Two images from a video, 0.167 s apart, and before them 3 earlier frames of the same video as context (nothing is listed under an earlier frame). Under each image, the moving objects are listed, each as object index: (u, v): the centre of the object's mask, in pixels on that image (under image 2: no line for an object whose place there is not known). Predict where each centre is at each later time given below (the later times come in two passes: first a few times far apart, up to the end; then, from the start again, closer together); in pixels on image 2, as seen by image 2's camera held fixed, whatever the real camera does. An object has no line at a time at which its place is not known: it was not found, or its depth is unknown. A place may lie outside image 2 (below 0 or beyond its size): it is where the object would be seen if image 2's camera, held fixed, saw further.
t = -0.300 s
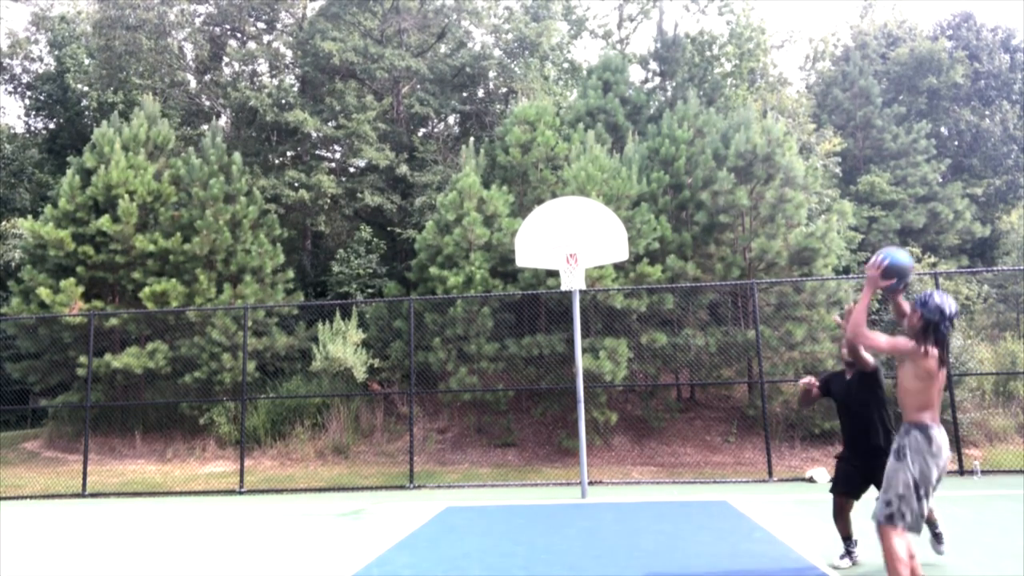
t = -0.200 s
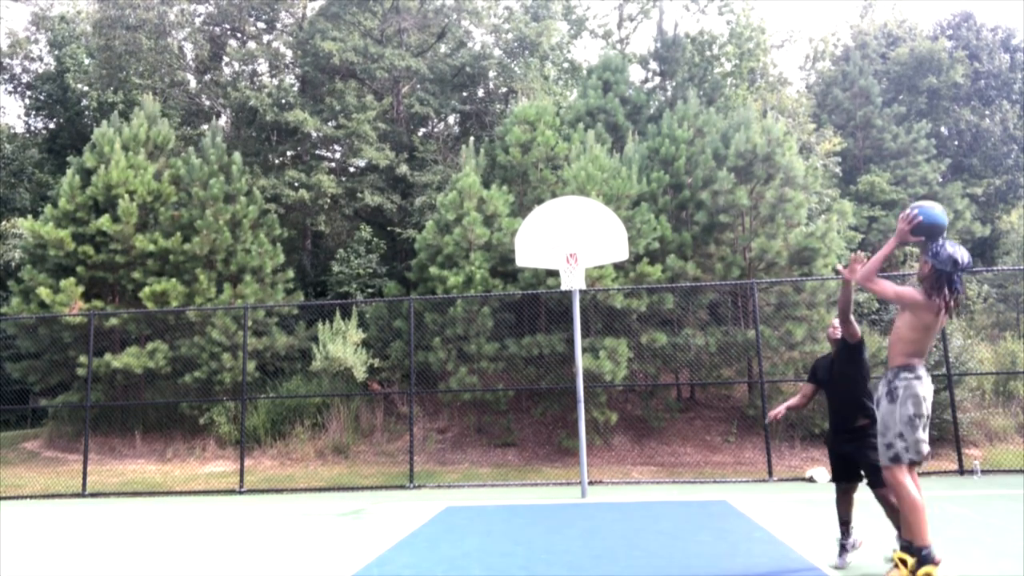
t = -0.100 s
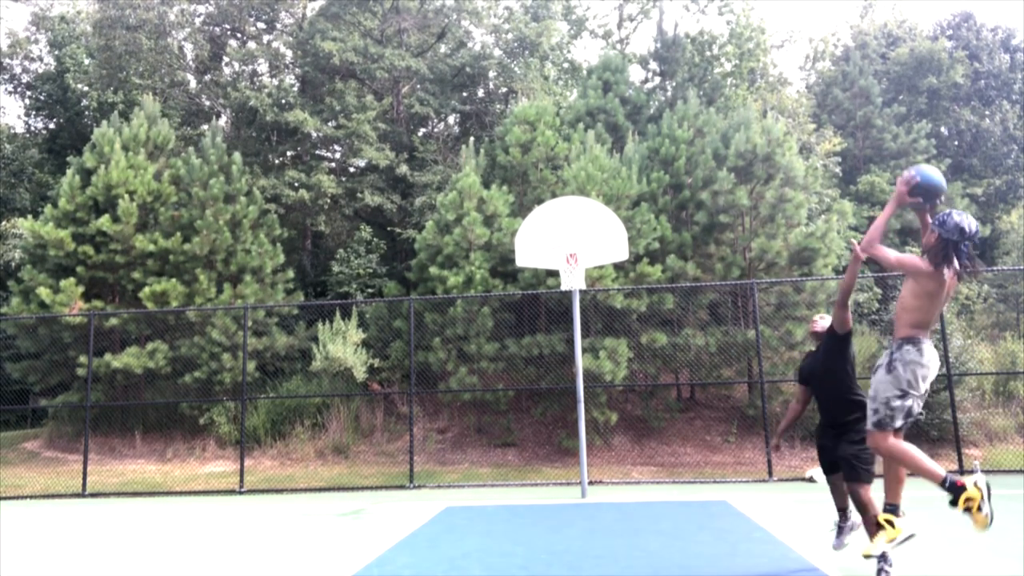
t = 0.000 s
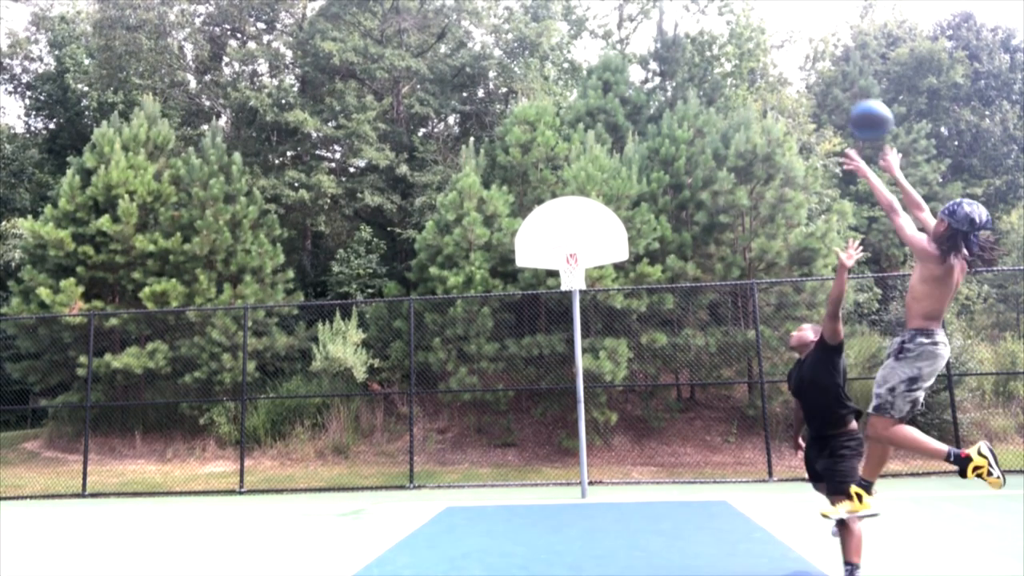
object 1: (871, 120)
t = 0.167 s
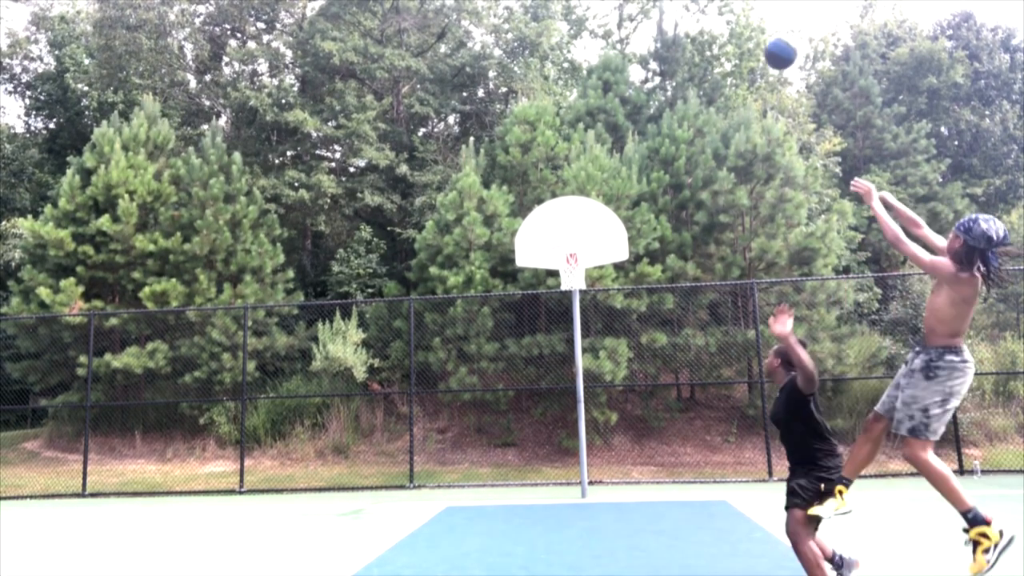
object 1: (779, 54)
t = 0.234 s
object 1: (753, 43)
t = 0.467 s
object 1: (685, 46)
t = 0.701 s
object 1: (639, 97)
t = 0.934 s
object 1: (608, 182)
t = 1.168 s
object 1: (585, 289)
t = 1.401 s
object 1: (570, 412)
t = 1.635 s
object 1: (560, 448)
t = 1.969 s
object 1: (551, 344)
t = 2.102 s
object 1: (548, 328)
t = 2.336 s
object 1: (546, 332)
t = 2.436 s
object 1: (546, 343)
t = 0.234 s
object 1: (753, 43)
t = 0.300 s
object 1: (732, 37)
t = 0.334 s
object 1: (721, 37)
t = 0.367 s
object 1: (710, 38)
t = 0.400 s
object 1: (702, 40)
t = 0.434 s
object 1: (693, 42)
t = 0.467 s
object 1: (685, 46)
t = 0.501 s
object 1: (679, 50)
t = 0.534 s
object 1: (671, 55)
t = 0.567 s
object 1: (664, 63)
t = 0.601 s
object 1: (657, 70)
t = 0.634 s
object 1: (652, 78)
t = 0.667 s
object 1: (644, 89)
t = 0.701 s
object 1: (639, 97)
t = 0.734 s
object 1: (634, 108)
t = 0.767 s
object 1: (629, 118)
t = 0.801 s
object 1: (624, 130)
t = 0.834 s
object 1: (619, 142)
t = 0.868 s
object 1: (616, 155)
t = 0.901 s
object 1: (612, 169)
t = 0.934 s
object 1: (608, 182)
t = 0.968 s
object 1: (604, 196)
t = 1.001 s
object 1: (600, 211)
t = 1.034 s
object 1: (596, 227)
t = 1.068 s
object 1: (592, 243)
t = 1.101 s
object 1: (590, 259)
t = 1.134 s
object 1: (588, 276)
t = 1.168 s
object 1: (585, 289)
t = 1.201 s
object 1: (583, 305)
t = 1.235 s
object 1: (581, 322)
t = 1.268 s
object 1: (579, 340)
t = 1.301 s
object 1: (577, 356)
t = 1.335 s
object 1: (574, 374)
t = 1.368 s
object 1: (572, 392)
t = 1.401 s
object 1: (570, 412)
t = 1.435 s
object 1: (569, 431)
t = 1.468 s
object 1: (567, 451)
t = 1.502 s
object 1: (565, 472)
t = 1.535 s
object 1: (564, 493)
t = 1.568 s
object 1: (562, 482)
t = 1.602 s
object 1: (561, 464)
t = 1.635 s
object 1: (560, 448)
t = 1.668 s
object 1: (559, 433)
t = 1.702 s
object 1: (558, 419)
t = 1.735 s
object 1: (557, 405)
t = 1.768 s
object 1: (557, 393)
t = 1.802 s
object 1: (555, 382)
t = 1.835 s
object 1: (554, 373)
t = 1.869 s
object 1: (553, 364)
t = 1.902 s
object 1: (552, 357)
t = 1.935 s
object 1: (552, 350)
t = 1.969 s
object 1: (551, 344)
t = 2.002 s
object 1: (550, 339)
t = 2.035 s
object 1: (549, 335)
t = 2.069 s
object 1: (548, 331)
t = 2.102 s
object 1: (548, 328)
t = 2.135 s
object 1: (548, 327)
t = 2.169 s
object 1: (547, 326)
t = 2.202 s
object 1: (547, 326)
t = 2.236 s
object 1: (547, 326)
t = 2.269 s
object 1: (547, 327)
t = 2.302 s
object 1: (547, 329)
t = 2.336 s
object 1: (546, 332)
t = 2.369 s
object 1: (546, 335)
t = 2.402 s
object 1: (546, 339)
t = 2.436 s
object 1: (546, 343)
